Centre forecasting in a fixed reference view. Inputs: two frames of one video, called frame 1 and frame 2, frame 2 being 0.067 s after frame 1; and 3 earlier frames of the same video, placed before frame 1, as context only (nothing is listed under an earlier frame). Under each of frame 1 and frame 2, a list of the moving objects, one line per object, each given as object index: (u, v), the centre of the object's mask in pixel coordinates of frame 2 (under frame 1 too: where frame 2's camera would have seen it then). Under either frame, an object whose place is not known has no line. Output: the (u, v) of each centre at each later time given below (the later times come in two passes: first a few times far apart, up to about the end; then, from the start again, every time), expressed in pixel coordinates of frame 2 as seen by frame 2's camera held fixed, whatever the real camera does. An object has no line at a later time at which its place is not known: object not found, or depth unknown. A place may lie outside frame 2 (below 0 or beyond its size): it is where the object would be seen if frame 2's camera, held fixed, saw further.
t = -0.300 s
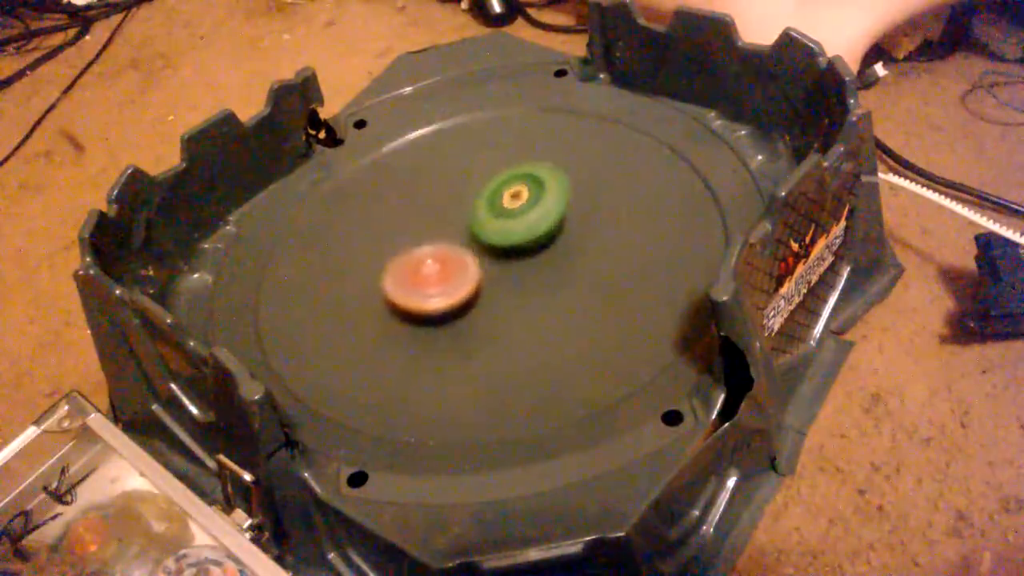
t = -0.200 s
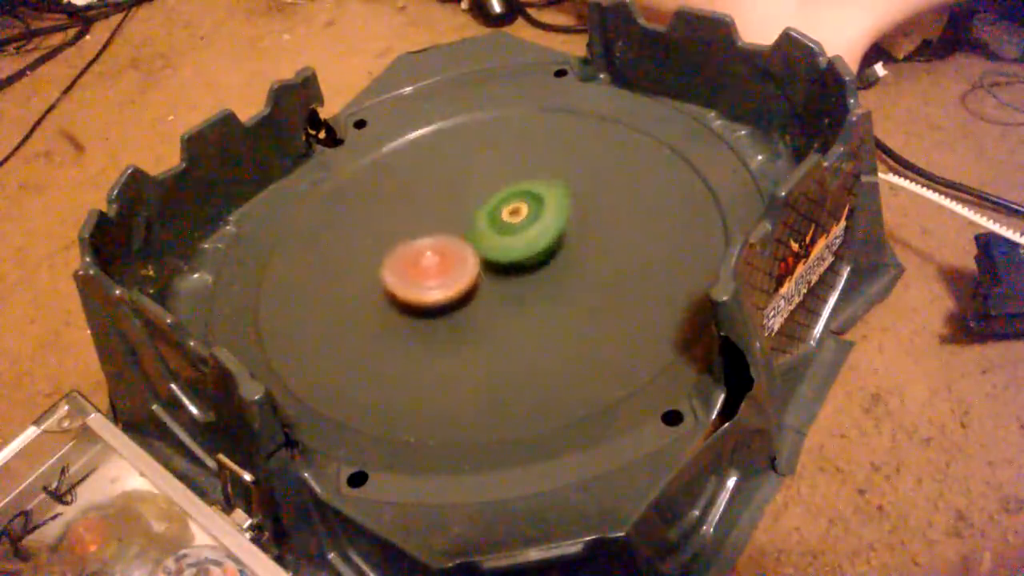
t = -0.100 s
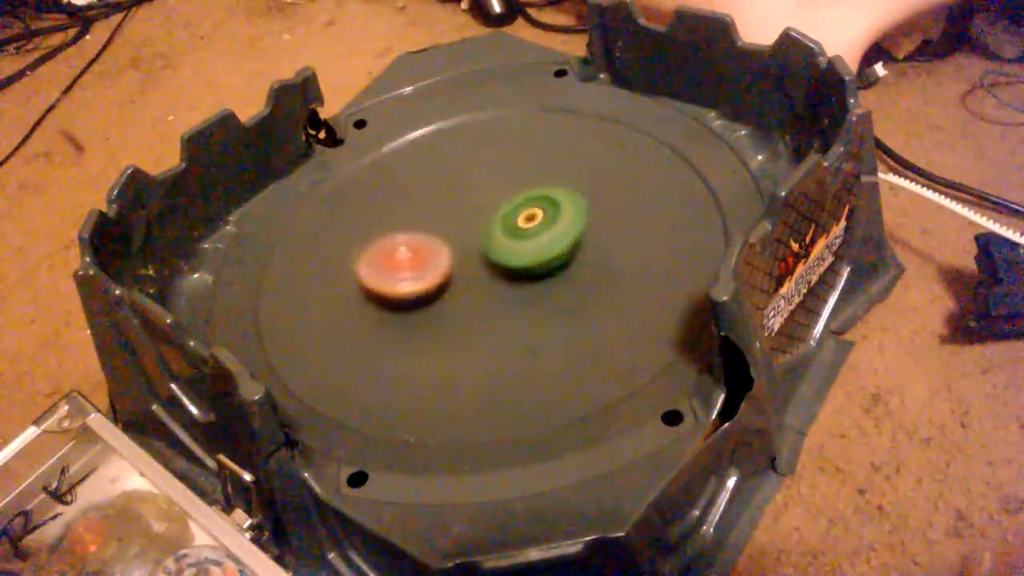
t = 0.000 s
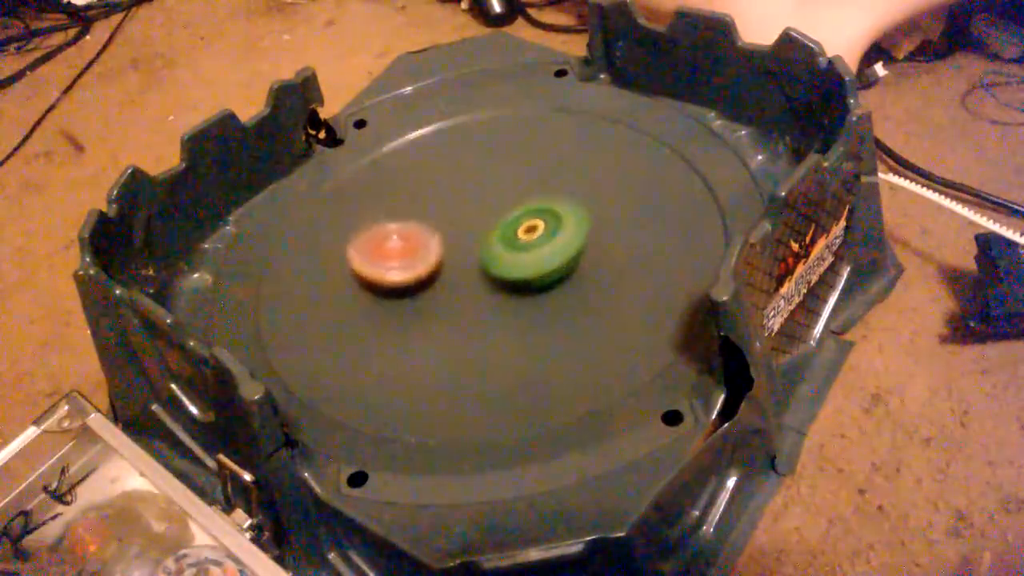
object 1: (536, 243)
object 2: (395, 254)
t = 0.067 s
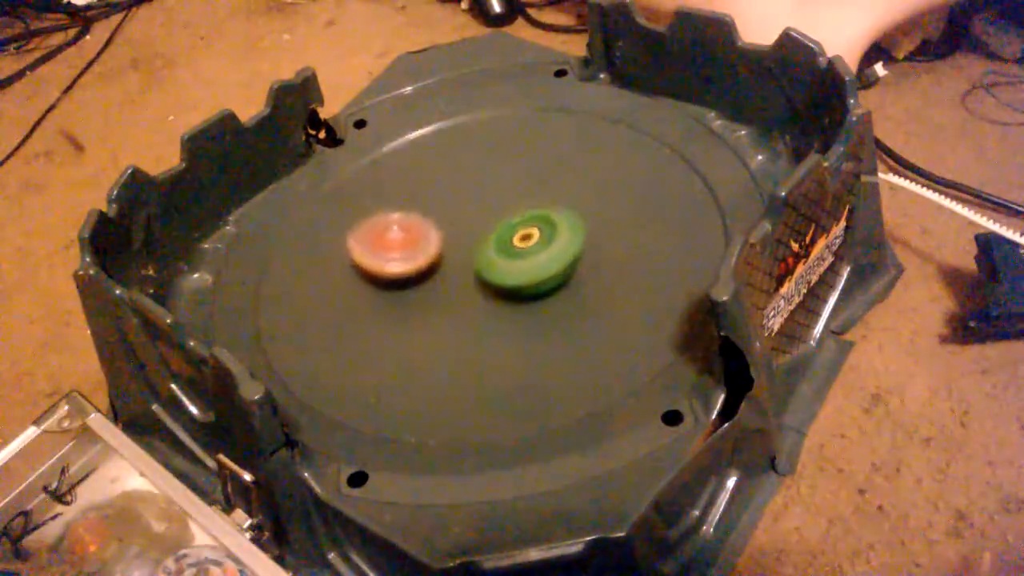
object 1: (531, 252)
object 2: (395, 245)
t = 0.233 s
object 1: (511, 270)
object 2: (403, 221)
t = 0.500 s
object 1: (472, 280)
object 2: (433, 190)
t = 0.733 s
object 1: (441, 261)
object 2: (468, 182)
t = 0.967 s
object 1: (417, 238)
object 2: (510, 188)
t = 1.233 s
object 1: (409, 207)
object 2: (513, 224)
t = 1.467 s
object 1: (421, 182)
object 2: (485, 251)
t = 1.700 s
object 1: (444, 171)
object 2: (454, 246)
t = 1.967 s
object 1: (484, 162)
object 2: (423, 226)
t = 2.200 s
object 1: (527, 161)
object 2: (399, 209)
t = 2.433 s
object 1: (534, 195)
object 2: (429, 197)
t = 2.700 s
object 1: (514, 241)
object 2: (440, 195)
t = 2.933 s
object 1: (475, 255)
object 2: (445, 189)
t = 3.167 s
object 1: (437, 259)
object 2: (457, 148)
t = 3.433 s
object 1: (454, 230)
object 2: (476, 154)
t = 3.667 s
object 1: (445, 252)
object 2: (497, 175)
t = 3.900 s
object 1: (377, 327)
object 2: (555, 137)
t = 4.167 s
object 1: (358, 367)
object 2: (544, 149)
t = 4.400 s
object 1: (403, 325)
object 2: (500, 183)
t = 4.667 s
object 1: (435, 246)
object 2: (473, 154)
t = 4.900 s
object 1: (480, 196)
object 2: (468, 126)
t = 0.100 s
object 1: (529, 256)
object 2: (395, 240)
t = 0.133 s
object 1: (524, 260)
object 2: (397, 236)
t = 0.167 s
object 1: (521, 263)
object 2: (398, 231)
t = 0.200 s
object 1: (517, 266)
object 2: (400, 226)
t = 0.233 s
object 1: (511, 270)
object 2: (403, 221)
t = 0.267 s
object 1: (507, 272)
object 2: (406, 216)
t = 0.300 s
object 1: (503, 274)
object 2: (408, 211)
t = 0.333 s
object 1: (499, 276)
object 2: (412, 207)
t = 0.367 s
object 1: (494, 278)
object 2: (415, 203)
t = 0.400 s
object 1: (488, 279)
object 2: (420, 199)
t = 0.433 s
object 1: (483, 280)
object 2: (424, 196)
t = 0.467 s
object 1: (477, 280)
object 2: (429, 193)
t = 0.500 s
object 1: (472, 280)
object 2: (433, 190)
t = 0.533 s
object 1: (467, 278)
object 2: (438, 188)
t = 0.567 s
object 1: (462, 278)
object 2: (442, 186)
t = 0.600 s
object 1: (458, 276)
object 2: (447, 185)
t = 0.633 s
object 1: (453, 274)
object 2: (453, 183)
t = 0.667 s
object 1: (448, 270)
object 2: (458, 182)
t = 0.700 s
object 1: (444, 265)
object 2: (463, 183)
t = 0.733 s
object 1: (441, 261)
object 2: (468, 182)
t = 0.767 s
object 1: (437, 257)
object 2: (474, 181)
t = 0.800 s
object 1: (433, 255)
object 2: (483, 180)
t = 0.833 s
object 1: (429, 253)
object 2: (491, 179)
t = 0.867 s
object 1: (425, 249)
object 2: (498, 180)
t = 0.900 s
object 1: (423, 245)
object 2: (503, 182)
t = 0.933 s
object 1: (420, 242)
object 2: (507, 185)
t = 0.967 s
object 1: (417, 238)
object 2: (510, 188)
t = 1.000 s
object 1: (414, 234)
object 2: (513, 191)
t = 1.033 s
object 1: (412, 230)
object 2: (515, 195)
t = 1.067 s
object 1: (410, 227)
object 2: (516, 200)
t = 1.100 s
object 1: (409, 223)
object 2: (517, 204)
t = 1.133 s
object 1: (409, 219)
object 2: (516, 209)
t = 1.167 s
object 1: (408, 215)
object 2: (516, 214)
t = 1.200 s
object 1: (408, 211)
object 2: (515, 219)
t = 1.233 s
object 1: (409, 207)
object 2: (513, 224)
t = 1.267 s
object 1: (409, 203)
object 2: (510, 230)
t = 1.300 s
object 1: (410, 200)
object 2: (507, 234)
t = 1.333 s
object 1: (412, 196)
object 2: (503, 239)
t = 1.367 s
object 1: (413, 193)
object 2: (498, 244)
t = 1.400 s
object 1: (415, 188)
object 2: (493, 247)
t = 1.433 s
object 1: (417, 185)
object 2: (489, 250)
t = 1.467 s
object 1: (421, 182)
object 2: (485, 251)
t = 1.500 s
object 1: (424, 180)
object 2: (480, 252)
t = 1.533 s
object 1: (426, 178)
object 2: (476, 252)
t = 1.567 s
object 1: (431, 176)
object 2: (471, 253)
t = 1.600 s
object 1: (433, 174)
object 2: (467, 252)
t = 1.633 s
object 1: (438, 173)
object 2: (463, 250)
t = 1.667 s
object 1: (441, 172)
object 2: (459, 249)
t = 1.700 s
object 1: (444, 171)
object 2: (454, 246)
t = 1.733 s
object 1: (448, 170)
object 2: (451, 243)
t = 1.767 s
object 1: (453, 169)
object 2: (448, 240)
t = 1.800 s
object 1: (459, 167)
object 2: (443, 240)
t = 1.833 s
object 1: (465, 166)
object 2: (437, 239)
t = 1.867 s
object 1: (470, 165)
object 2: (433, 236)
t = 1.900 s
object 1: (473, 163)
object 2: (429, 232)
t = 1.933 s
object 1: (478, 163)
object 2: (426, 229)
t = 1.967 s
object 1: (484, 162)
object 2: (423, 226)
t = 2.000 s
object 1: (490, 162)
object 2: (420, 221)
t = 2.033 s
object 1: (499, 159)
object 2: (410, 222)
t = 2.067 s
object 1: (509, 155)
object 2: (402, 221)
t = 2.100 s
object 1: (515, 156)
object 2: (398, 219)
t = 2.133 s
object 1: (520, 156)
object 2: (397, 216)
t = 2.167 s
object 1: (524, 158)
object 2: (397, 213)
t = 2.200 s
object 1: (527, 161)
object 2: (399, 209)
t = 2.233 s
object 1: (530, 163)
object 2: (402, 207)
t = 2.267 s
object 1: (533, 167)
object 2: (405, 204)
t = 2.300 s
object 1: (534, 171)
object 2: (409, 201)
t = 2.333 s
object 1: (535, 177)
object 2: (414, 199)
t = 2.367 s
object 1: (536, 182)
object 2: (419, 198)
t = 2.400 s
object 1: (535, 187)
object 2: (424, 197)
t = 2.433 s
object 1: (534, 195)
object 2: (429, 197)
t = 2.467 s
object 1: (532, 201)
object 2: (435, 196)
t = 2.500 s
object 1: (531, 207)
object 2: (437, 196)
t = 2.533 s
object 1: (528, 213)
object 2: (439, 196)
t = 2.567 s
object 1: (528, 221)
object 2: (439, 194)
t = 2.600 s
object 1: (528, 226)
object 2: (439, 194)
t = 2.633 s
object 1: (526, 232)
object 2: (439, 193)
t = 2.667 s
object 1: (520, 237)
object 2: (439, 194)
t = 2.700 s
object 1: (514, 241)
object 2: (440, 195)
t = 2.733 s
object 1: (507, 245)
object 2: (441, 197)
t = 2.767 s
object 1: (500, 247)
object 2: (443, 198)
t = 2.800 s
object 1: (495, 251)
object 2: (443, 197)
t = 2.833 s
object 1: (490, 254)
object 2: (442, 194)
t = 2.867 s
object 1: (485, 254)
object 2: (442, 192)
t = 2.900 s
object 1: (479, 254)
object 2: (443, 192)
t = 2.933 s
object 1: (475, 255)
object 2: (445, 189)
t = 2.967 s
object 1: (465, 260)
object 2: (447, 179)
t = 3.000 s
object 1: (457, 267)
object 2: (451, 168)
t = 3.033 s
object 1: (451, 270)
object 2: (453, 161)
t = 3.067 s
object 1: (444, 270)
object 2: (454, 156)
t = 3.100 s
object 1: (440, 267)
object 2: (455, 153)
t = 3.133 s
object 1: (438, 264)
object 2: (456, 150)
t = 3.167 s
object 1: (437, 259)
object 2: (457, 148)
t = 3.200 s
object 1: (438, 255)
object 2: (458, 148)
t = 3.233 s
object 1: (438, 250)
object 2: (460, 147)
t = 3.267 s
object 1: (441, 244)
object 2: (462, 148)
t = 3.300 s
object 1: (443, 240)
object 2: (464, 149)
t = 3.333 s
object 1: (447, 235)
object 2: (466, 151)
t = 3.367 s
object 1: (451, 233)
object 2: (468, 153)
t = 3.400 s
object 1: (453, 230)
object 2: (471, 153)
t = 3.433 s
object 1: (454, 230)
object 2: (476, 154)
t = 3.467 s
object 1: (454, 230)
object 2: (480, 155)
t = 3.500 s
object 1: (456, 232)
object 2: (484, 159)
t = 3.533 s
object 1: (453, 238)
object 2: (490, 160)
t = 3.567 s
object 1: (448, 242)
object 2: (496, 162)
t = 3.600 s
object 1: (446, 247)
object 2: (497, 164)
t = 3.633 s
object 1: (444, 249)
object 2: (498, 169)
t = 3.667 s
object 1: (445, 252)
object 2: (497, 175)
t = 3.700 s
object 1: (446, 254)
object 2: (495, 179)
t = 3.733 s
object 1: (447, 255)
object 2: (494, 183)
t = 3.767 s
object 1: (434, 268)
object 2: (504, 178)
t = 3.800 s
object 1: (416, 284)
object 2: (522, 162)
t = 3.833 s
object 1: (401, 299)
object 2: (537, 149)
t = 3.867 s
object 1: (389, 313)
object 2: (548, 141)
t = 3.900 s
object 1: (377, 327)
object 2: (555, 137)
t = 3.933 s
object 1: (369, 340)
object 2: (560, 135)
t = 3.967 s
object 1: (363, 351)
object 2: (560, 135)
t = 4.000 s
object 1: (357, 360)
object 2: (559, 135)
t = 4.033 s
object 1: (354, 365)
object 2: (557, 136)
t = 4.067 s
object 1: (353, 369)
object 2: (554, 138)
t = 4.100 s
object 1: (353, 370)
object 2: (552, 141)
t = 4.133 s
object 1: (354, 369)
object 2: (548, 145)
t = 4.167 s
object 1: (358, 367)
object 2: (544, 149)
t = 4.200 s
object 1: (363, 363)
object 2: (539, 153)
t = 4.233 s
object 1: (370, 359)
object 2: (533, 158)
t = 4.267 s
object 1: (376, 353)
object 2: (528, 163)
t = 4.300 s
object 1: (383, 347)
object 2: (522, 168)
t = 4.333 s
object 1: (390, 340)
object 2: (515, 174)
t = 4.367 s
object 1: (397, 333)
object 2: (508, 177)
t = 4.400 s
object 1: (403, 325)
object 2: (500, 183)
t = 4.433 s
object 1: (410, 313)
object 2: (493, 186)
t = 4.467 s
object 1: (417, 303)
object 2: (483, 190)
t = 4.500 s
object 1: (426, 289)
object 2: (475, 193)
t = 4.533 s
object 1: (434, 273)
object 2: (466, 195)
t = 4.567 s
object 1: (436, 262)
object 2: (462, 190)
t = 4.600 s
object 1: (433, 258)
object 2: (467, 177)
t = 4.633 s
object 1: (432, 252)
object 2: (471, 165)
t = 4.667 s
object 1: (435, 246)
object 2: (473, 154)
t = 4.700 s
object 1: (439, 240)
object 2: (474, 149)
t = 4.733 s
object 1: (443, 232)
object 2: (473, 143)
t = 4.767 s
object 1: (449, 225)
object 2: (471, 139)
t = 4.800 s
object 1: (457, 217)
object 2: (471, 136)
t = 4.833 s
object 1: (464, 210)
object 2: (470, 132)
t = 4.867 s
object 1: (473, 202)
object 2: (469, 129)
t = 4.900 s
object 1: (480, 196)
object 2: (468, 126)
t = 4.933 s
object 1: (486, 195)
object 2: (469, 125)
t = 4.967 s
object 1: (491, 195)
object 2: (469, 123)
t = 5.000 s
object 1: (497, 196)
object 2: (470, 125)
